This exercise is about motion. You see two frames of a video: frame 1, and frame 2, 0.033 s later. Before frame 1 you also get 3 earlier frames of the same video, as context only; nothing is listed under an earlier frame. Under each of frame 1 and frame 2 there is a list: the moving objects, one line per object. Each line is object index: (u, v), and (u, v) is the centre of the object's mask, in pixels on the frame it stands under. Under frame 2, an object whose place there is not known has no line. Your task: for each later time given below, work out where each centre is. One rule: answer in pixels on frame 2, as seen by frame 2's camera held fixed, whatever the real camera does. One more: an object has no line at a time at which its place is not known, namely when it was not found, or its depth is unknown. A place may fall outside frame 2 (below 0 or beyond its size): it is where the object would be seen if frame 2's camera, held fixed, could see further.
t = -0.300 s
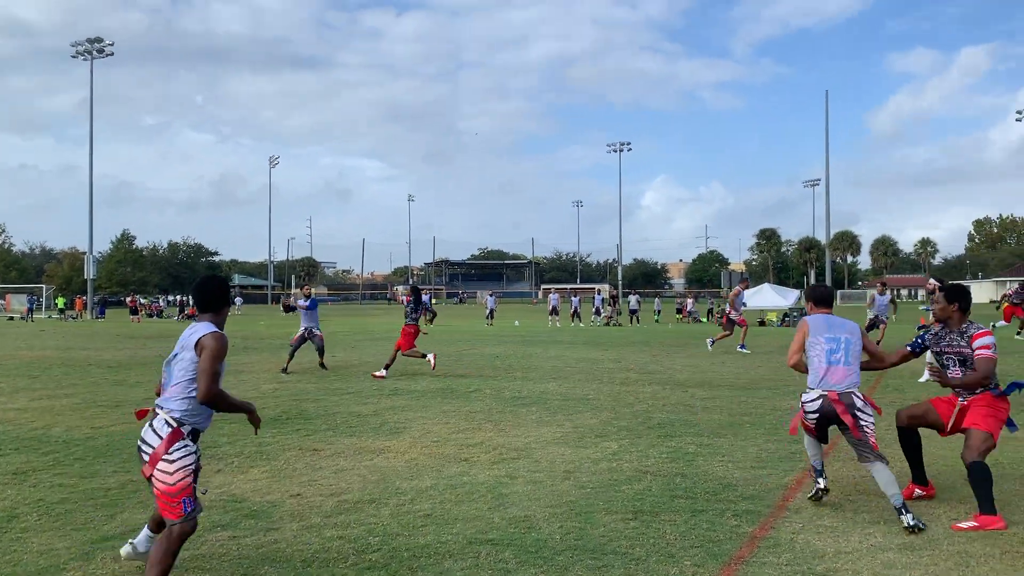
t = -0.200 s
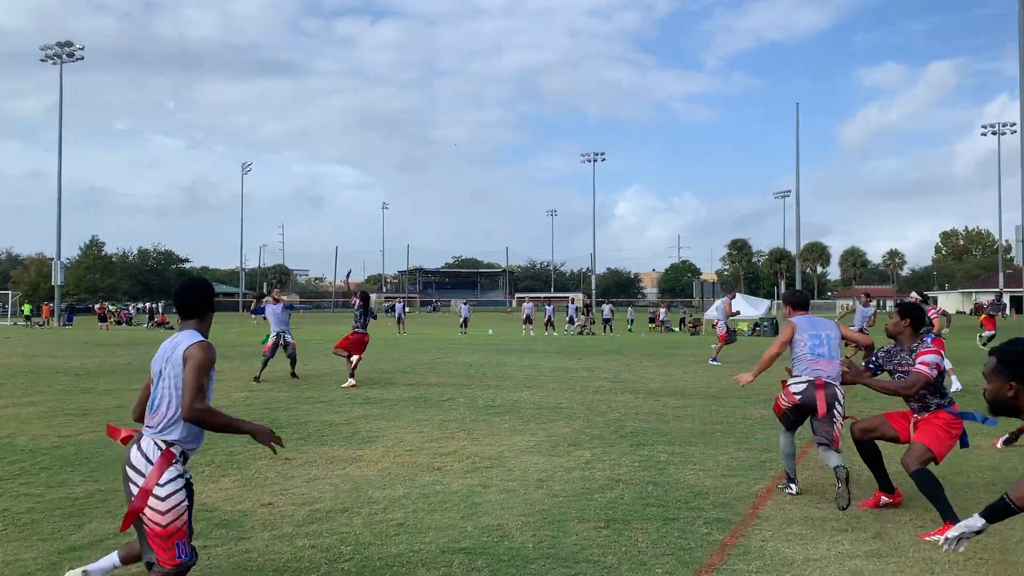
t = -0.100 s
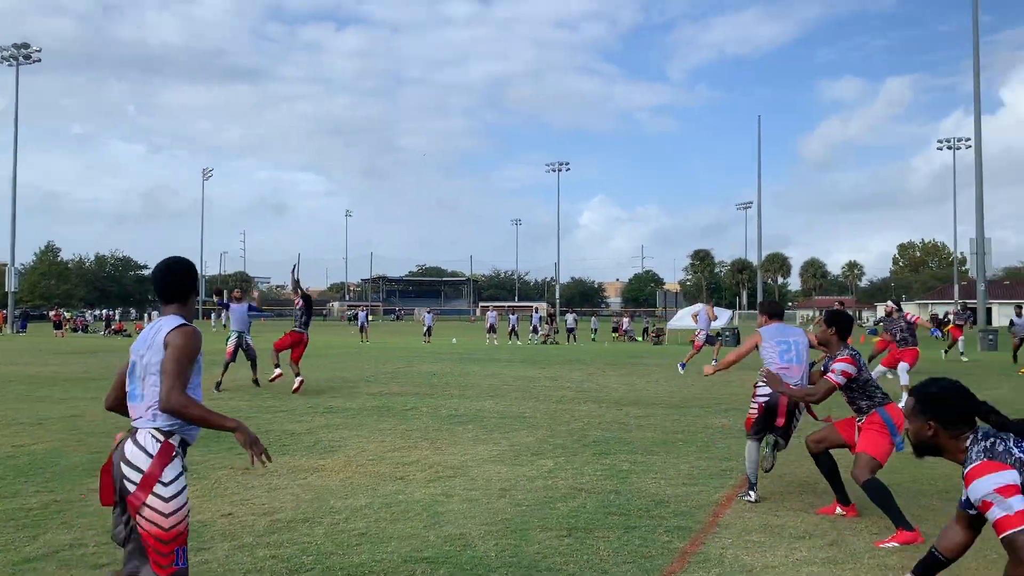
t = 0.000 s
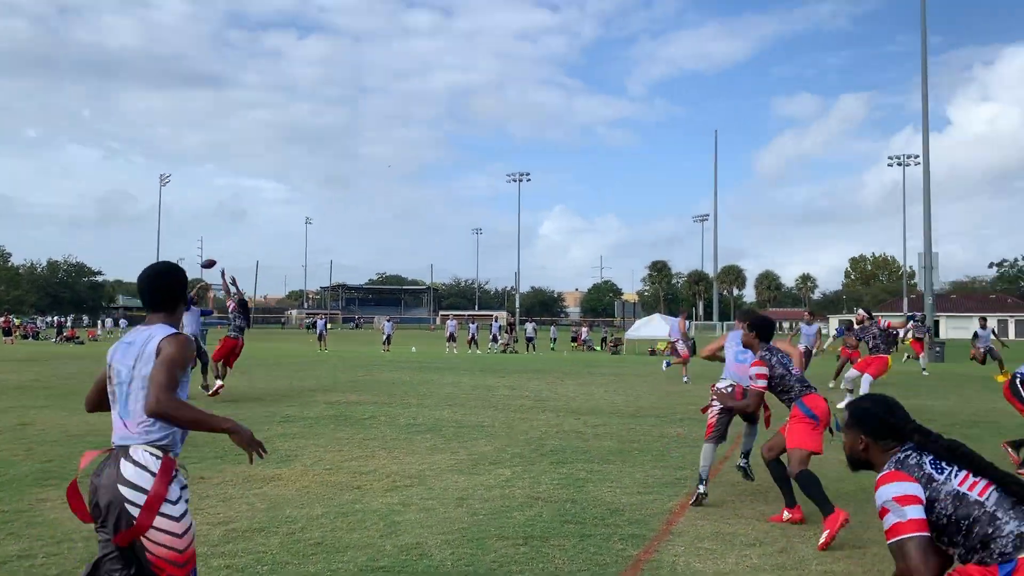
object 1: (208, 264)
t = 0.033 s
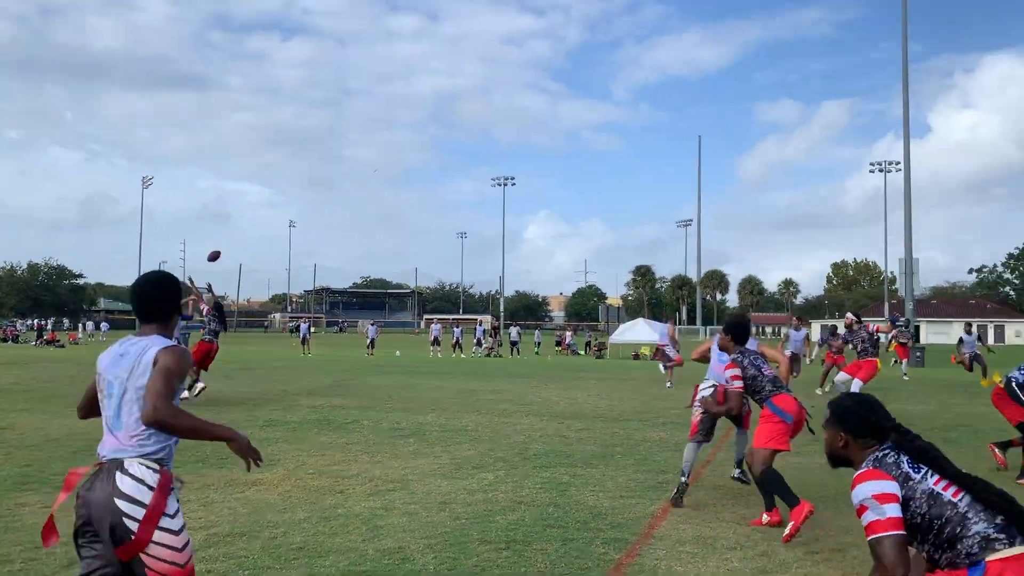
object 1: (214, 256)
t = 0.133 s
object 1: (280, 226)
